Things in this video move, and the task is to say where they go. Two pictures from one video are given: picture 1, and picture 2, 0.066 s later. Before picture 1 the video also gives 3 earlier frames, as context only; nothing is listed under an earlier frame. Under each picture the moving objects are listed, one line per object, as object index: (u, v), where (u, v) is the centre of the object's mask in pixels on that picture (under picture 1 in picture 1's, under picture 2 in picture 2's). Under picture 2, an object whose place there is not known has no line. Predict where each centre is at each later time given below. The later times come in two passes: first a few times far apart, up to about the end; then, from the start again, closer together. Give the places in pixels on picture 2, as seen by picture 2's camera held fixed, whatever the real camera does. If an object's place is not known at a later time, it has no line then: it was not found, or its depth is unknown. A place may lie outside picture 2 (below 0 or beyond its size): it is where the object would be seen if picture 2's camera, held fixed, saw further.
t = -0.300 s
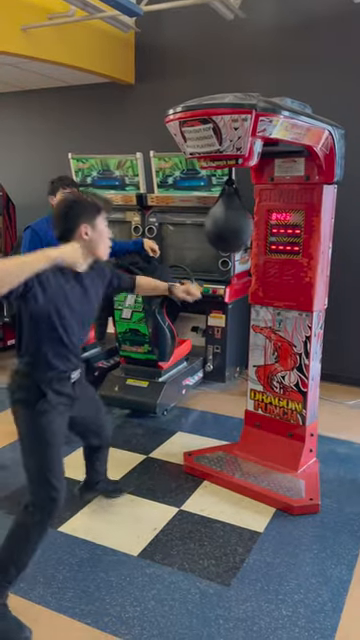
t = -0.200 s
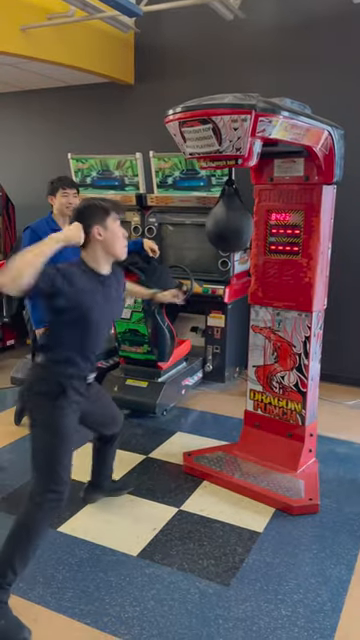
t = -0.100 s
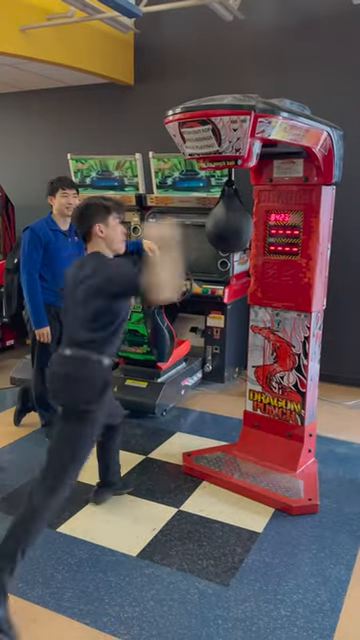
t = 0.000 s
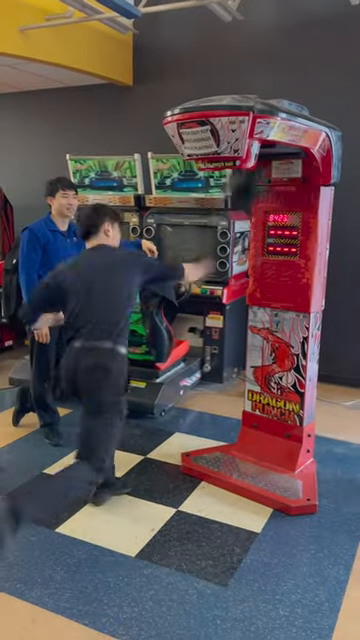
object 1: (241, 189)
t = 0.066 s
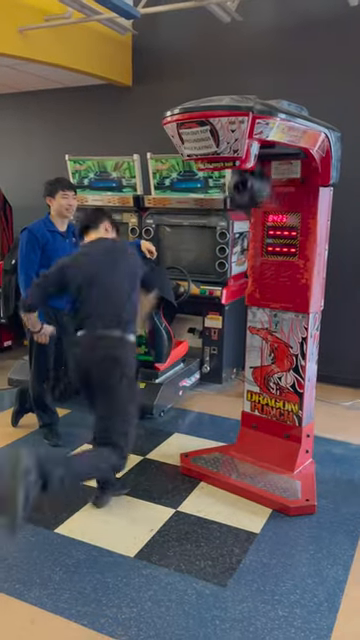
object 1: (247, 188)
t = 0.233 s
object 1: (236, 222)
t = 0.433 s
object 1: (203, 155)
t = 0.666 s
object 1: (207, 206)
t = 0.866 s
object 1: (241, 218)
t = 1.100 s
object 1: (252, 181)
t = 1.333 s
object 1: (235, 216)
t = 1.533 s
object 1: (207, 213)
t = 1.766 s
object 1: (200, 176)
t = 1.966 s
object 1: (208, 210)
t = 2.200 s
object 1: (235, 217)
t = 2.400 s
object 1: (245, 192)
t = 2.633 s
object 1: (243, 201)
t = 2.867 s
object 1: (220, 221)
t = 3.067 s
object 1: (203, 198)
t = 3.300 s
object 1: (205, 202)
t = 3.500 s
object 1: (224, 222)
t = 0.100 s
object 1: (252, 199)
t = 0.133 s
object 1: (247, 210)
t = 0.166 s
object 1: (246, 220)
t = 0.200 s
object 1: (243, 222)
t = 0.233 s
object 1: (236, 222)
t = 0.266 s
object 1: (231, 220)
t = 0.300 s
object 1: (224, 209)
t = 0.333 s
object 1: (218, 198)
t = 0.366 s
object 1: (211, 186)
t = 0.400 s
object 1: (206, 168)
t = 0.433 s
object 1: (203, 155)
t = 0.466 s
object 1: (200, 148)
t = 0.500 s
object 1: (200, 149)
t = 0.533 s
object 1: (201, 160)
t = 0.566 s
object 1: (199, 168)
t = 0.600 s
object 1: (200, 183)
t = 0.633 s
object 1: (202, 196)
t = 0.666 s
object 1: (207, 206)
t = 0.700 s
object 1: (212, 214)
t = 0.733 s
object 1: (217, 218)
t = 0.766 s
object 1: (224, 221)
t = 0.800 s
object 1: (230, 223)
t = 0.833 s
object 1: (235, 223)
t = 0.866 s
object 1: (241, 218)
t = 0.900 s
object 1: (244, 213)
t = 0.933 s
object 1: (247, 207)
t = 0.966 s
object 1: (248, 198)
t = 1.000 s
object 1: (249, 192)
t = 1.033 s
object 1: (250, 187)
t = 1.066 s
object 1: (252, 181)
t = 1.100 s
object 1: (252, 181)
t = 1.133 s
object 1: (251, 185)
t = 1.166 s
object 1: (247, 188)
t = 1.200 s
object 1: (246, 191)
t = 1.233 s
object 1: (245, 197)
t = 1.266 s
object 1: (243, 204)
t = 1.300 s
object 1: (239, 210)
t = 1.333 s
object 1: (235, 216)
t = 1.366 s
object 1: (230, 221)
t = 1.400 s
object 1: (226, 222)
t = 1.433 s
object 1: (222, 222)
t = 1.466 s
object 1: (217, 220)
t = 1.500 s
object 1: (211, 217)
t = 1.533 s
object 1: (207, 213)
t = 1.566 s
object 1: (203, 207)
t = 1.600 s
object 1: (201, 200)
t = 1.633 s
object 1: (199, 192)
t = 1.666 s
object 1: (199, 183)
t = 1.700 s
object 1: (199, 179)
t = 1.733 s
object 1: (200, 176)
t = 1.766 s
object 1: (200, 176)
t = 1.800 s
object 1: (201, 177)
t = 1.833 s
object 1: (200, 180)
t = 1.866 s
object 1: (200, 188)
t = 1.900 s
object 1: (202, 196)
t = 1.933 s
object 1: (204, 204)
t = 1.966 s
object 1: (208, 210)
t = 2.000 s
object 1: (210, 214)
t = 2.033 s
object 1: (214, 217)
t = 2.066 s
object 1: (219, 221)
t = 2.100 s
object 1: (223, 222)
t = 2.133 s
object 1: (227, 222)
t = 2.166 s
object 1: (232, 220)
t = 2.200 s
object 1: (235, 217)
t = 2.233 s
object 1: (238, 214)
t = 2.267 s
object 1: (241, 209)
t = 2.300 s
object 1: (243, 204)
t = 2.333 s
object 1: (244, 199)
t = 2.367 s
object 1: (246, 194)
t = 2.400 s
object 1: (245, 192)
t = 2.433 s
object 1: (246, 190)
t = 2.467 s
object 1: (246, 190)
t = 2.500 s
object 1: (246, 190)
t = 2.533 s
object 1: (246, 191)
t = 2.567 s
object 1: (245, 194)
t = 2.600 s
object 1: (244, 197)
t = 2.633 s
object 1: (243, 201)
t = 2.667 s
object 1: (241, 208)
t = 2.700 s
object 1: (238, 211)
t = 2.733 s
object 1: (236, 216)
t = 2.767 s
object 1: (232, 220)
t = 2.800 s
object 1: (228, 222)
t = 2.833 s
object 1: (224, 222)
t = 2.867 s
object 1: (220, 221)
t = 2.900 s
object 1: (216, 219)
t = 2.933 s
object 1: (211, 217)
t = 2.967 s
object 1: (207, 213)
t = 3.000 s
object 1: (205, 209)
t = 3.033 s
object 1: (204, 203)
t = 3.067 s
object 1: (203, 198)
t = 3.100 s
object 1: (203, 192)
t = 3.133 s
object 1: (202, 190)
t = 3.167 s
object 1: (202, 189)
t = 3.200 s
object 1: (202, 190)
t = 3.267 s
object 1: (203, 197)
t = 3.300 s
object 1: (205, 202)
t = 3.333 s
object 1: (208, 208)
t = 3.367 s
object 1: (211, 212)
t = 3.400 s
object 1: (214, 216)
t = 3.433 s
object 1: (216, 218)
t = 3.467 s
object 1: (220, 221)
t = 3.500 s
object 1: (224, 222)
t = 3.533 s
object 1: (228, 223)
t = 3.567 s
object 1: (231, 221)
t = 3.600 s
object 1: (234, 218)
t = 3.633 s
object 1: (237, 216)
